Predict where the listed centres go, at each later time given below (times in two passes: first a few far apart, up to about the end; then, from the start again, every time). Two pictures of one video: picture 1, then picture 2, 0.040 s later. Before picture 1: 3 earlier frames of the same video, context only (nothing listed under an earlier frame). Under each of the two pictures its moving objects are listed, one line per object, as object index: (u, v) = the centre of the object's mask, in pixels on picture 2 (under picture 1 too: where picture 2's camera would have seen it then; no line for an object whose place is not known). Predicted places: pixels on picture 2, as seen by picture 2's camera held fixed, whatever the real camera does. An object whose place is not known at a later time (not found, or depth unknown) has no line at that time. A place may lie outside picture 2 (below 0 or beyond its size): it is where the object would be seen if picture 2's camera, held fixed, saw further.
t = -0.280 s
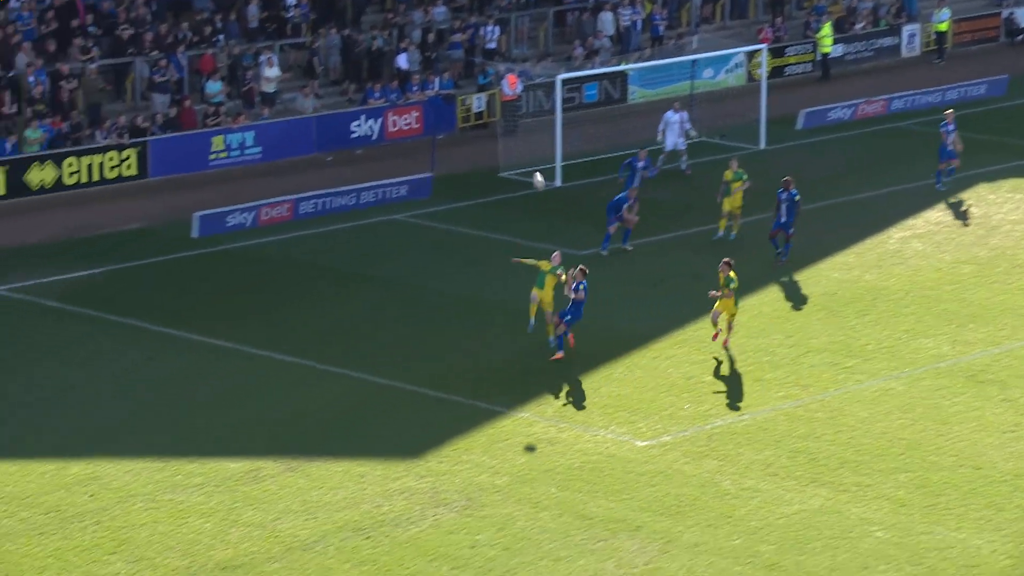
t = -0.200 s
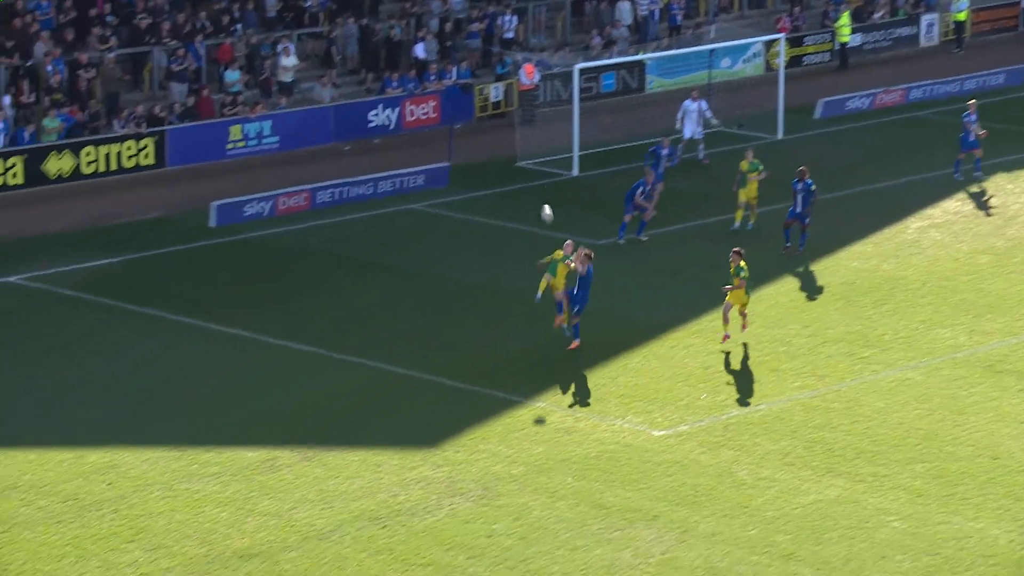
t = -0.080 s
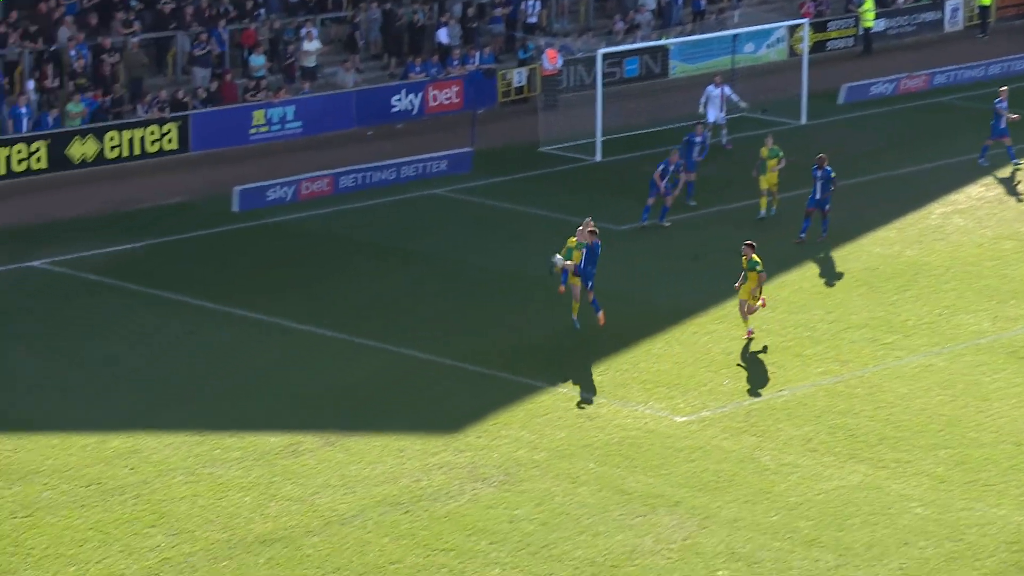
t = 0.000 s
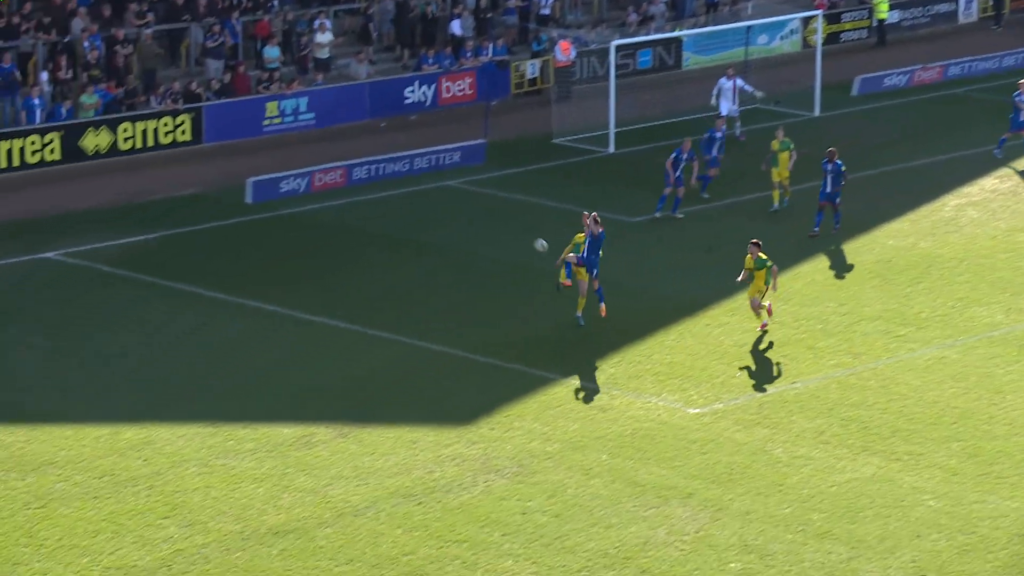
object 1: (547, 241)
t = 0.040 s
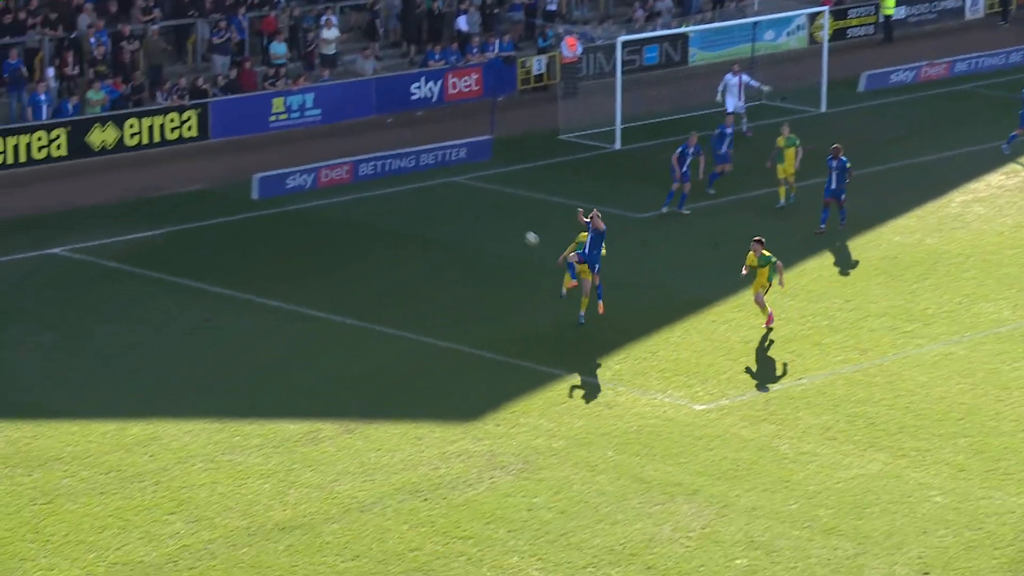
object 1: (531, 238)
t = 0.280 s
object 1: (440, 237)
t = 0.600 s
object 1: (318, 283)
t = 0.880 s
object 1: (237, 299)
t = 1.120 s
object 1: (194, 273)
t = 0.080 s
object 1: (516, 236)
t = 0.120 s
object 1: (501, 235)
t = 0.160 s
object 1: (485, 234)
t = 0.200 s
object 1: (470, 234)
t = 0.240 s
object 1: (455, 235)
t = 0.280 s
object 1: (440, 237)
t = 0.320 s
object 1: (424, 240)
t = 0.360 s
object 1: (409, 243)
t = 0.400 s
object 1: (394, 248)
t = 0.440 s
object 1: (379, 252)
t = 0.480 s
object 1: (363, 259)
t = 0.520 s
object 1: (349, 266)
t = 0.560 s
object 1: (333, 274)
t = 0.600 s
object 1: (318, 283)
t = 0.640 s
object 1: (303, 293)
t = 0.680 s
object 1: (288, 302)
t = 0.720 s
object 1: (273, 314)
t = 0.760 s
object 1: (259, 324)
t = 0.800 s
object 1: (251, 315)
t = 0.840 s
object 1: (244, 306)
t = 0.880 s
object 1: (237, 299)
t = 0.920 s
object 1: (231, 293)
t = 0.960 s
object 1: (223, 287)
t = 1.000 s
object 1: (215, 282)
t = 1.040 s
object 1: (208, 279)
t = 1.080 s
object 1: (202, 276)
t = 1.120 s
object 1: (194, 273)
